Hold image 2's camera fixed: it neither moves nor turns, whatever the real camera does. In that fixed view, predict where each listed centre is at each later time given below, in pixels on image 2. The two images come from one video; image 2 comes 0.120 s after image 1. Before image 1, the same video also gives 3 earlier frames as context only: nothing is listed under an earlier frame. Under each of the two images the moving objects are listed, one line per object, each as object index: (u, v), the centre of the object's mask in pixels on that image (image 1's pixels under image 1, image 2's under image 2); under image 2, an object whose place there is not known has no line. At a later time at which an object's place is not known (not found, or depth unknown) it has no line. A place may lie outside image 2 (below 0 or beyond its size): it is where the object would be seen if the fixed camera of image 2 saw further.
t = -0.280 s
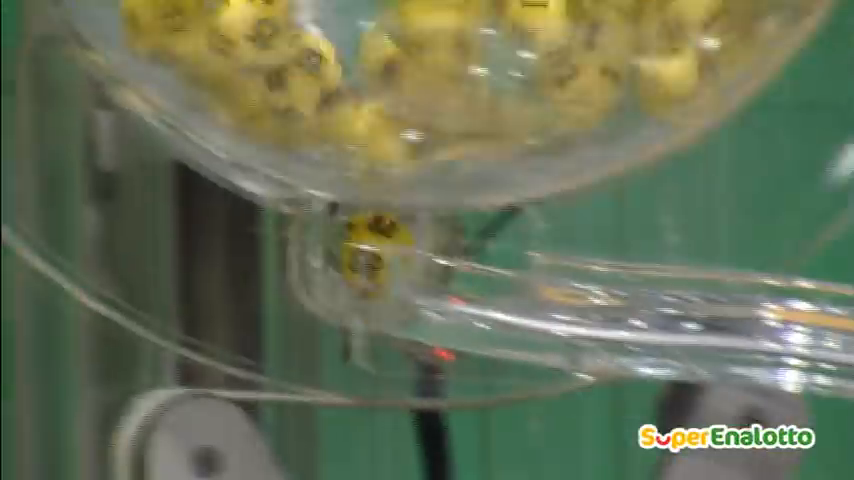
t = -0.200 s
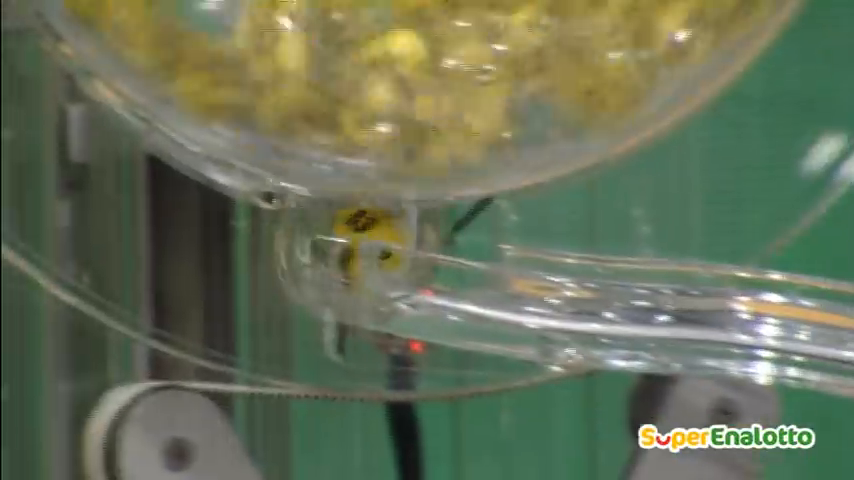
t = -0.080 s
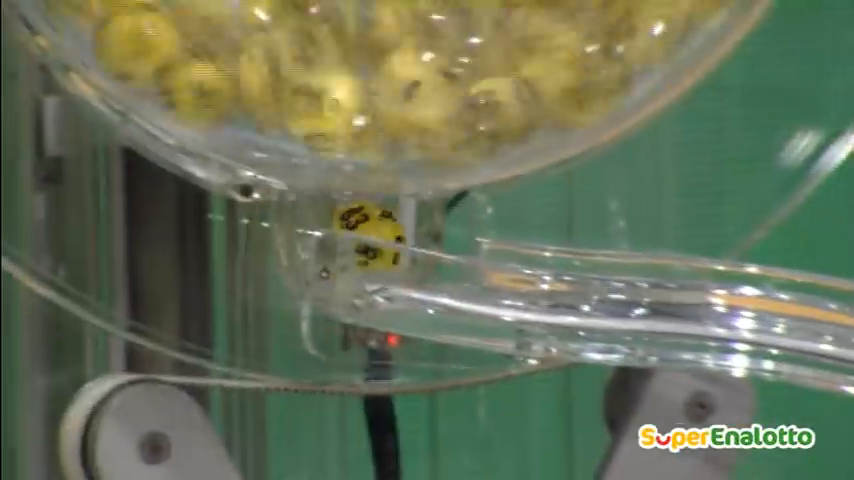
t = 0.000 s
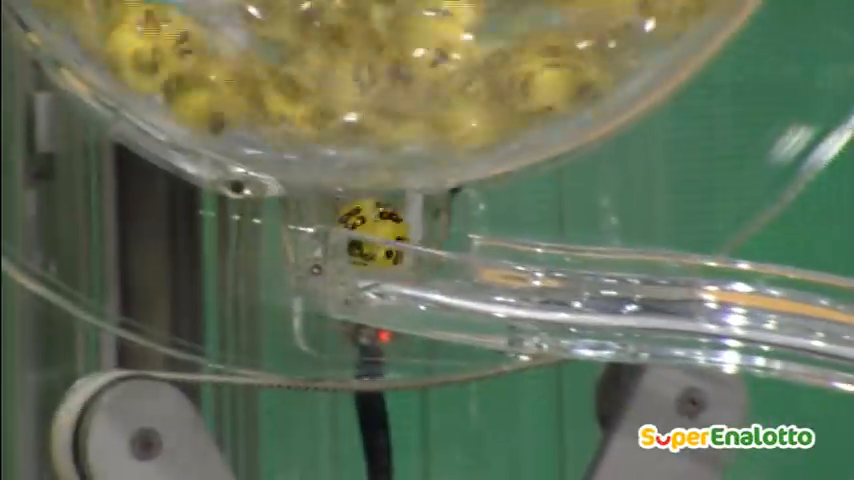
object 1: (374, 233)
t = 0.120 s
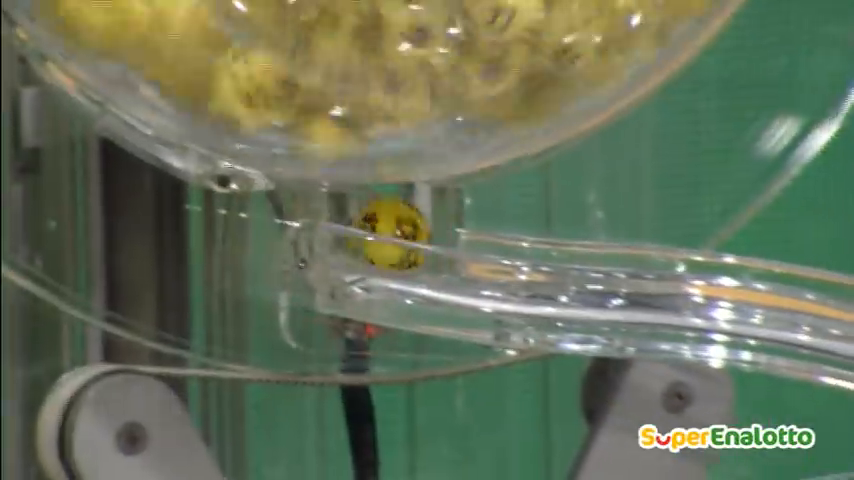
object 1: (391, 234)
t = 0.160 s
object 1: (400, 237)
